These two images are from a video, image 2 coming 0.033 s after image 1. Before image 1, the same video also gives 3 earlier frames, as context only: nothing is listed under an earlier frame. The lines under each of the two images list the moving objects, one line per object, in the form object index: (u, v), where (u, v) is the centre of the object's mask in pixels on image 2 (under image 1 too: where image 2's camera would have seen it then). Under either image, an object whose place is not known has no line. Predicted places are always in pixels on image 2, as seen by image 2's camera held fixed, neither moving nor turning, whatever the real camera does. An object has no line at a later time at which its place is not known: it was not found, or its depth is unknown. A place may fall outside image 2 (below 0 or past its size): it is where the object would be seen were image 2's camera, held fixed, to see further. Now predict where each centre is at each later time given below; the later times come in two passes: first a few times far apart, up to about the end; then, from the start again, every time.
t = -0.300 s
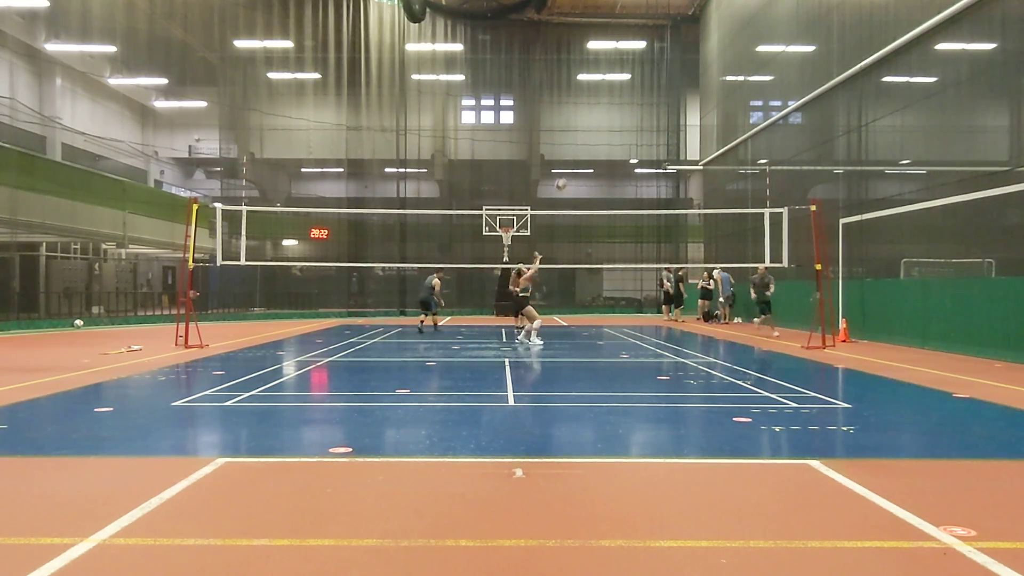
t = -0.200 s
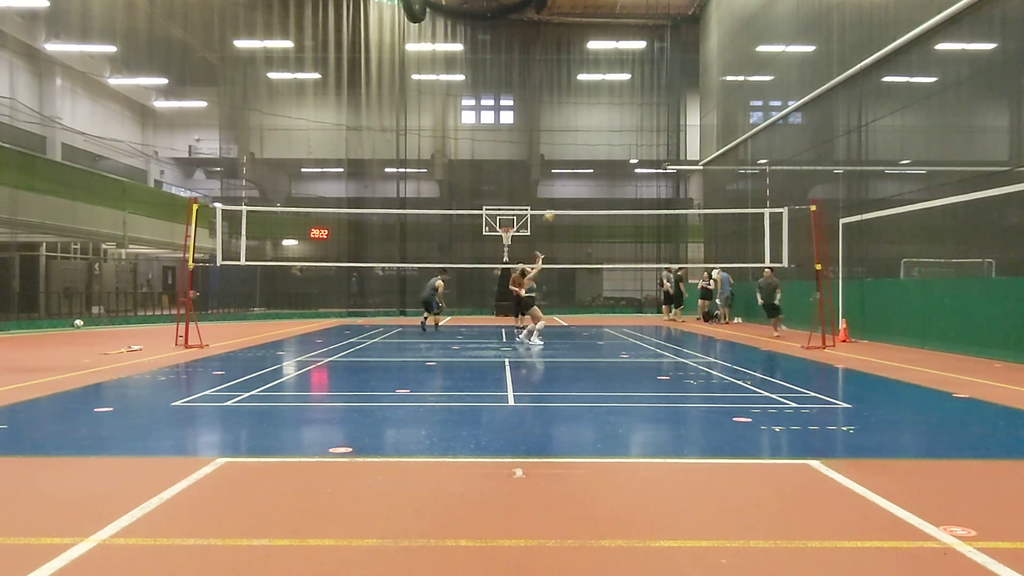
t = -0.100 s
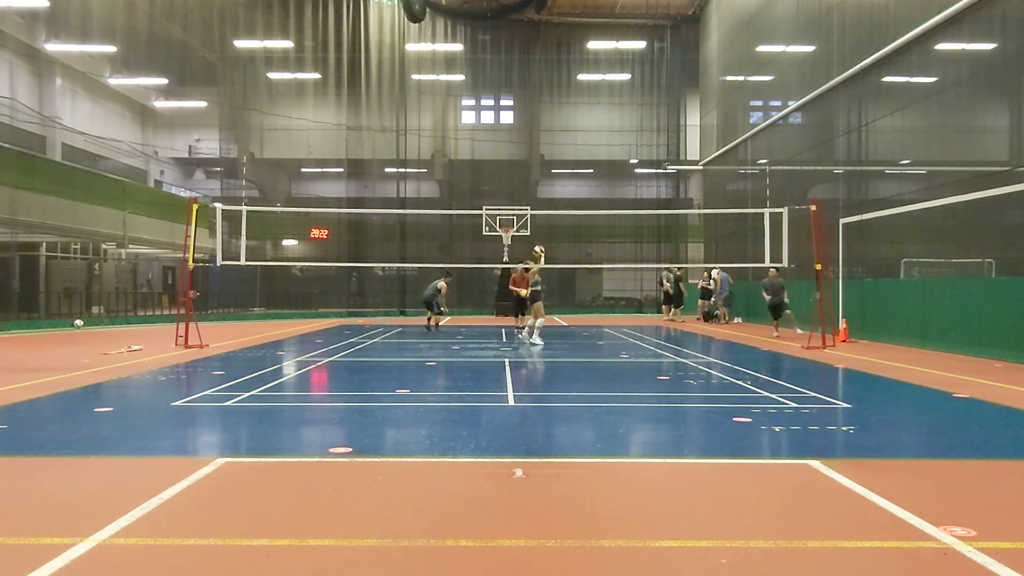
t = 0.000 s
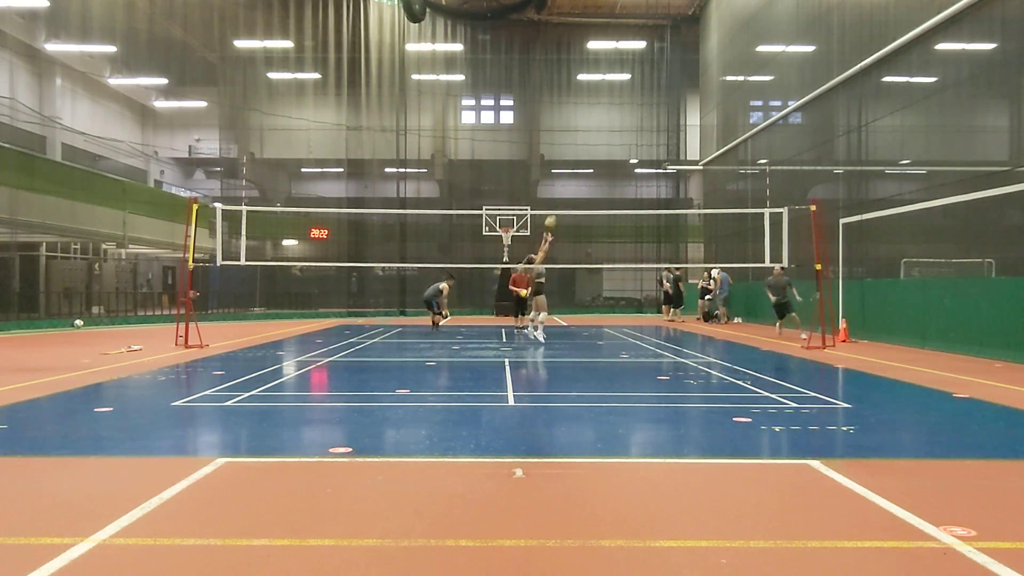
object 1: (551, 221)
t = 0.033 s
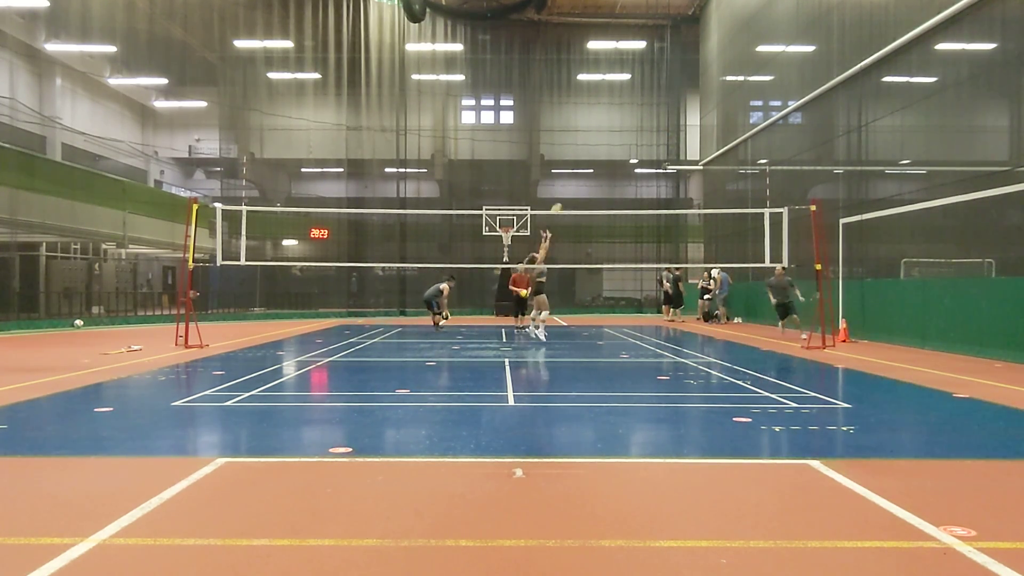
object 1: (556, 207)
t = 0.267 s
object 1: (596, 139)
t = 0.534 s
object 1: (642, 98)
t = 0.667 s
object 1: (664, 94)
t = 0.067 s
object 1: (562, 197)
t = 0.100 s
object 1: (569, 185)
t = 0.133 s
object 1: (574, 174)
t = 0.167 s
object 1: (579, 165)
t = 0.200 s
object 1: (585, 156)
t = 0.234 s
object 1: (591, 147)
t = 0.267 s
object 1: (596, 139)
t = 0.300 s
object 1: (602, 131)
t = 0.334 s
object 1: (608, 126)
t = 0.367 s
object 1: (614, 120)
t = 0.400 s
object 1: (620, 115)
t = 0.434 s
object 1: (625, 110)
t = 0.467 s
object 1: (631, 106)
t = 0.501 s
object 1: (636, 102)
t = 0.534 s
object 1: (642, 98)
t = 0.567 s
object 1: (647, 96)
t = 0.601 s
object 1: (653, 95)
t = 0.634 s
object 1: (658, 94)
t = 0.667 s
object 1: (664, 94)
